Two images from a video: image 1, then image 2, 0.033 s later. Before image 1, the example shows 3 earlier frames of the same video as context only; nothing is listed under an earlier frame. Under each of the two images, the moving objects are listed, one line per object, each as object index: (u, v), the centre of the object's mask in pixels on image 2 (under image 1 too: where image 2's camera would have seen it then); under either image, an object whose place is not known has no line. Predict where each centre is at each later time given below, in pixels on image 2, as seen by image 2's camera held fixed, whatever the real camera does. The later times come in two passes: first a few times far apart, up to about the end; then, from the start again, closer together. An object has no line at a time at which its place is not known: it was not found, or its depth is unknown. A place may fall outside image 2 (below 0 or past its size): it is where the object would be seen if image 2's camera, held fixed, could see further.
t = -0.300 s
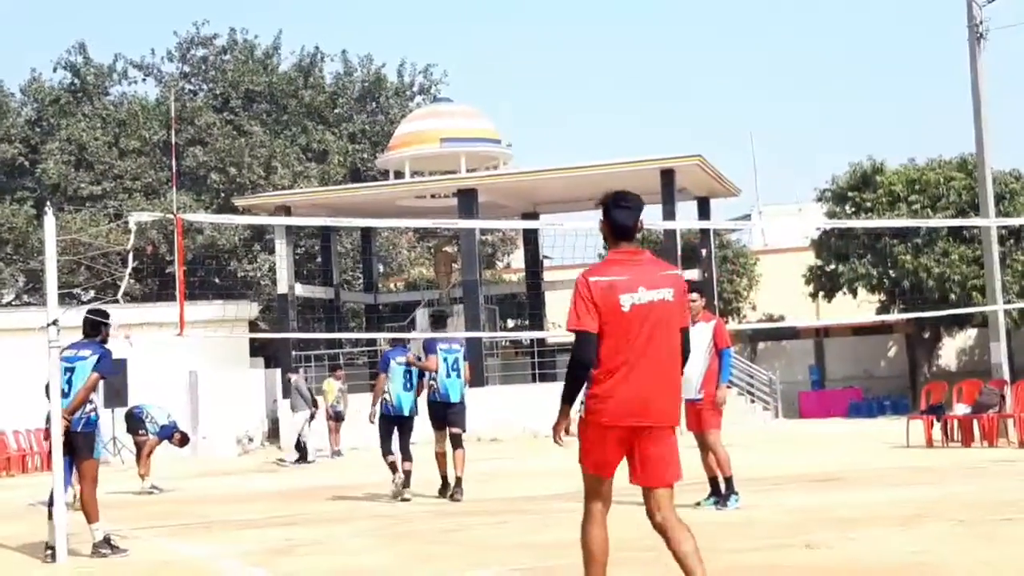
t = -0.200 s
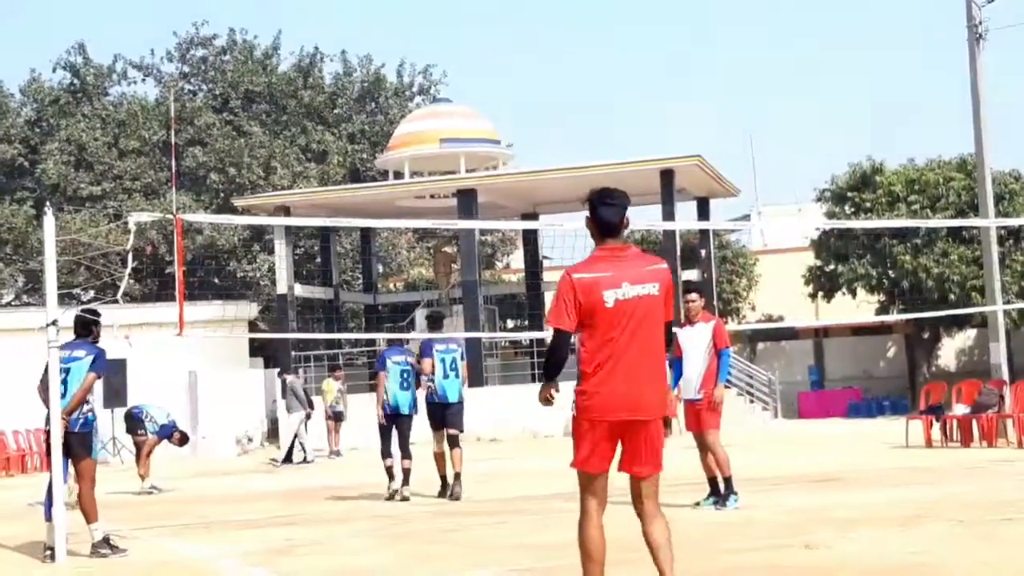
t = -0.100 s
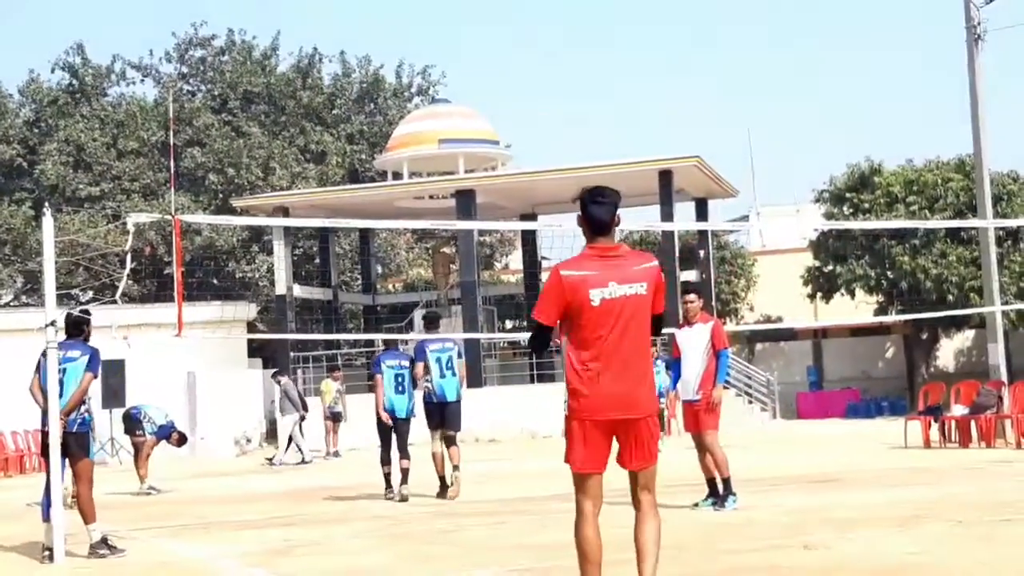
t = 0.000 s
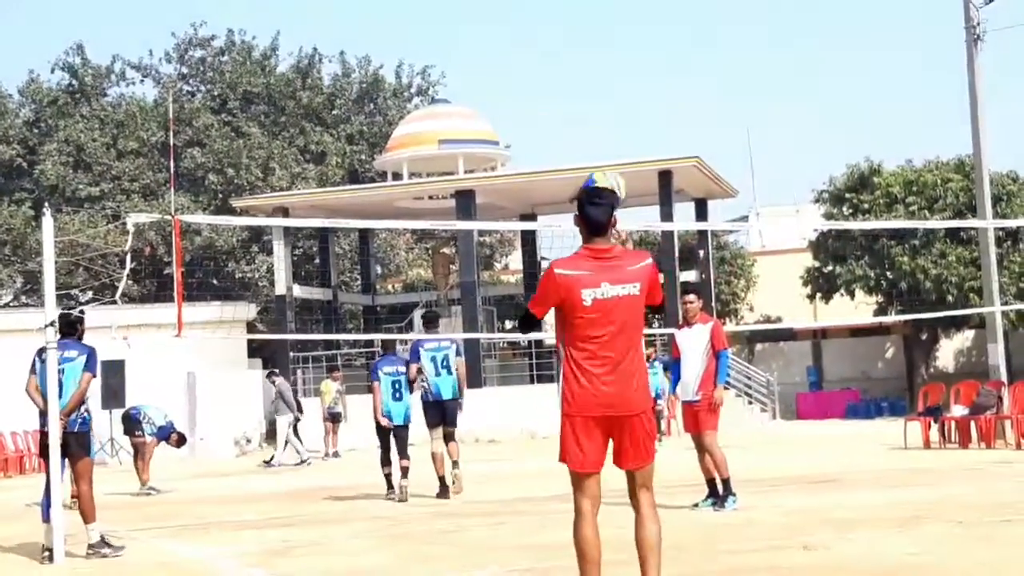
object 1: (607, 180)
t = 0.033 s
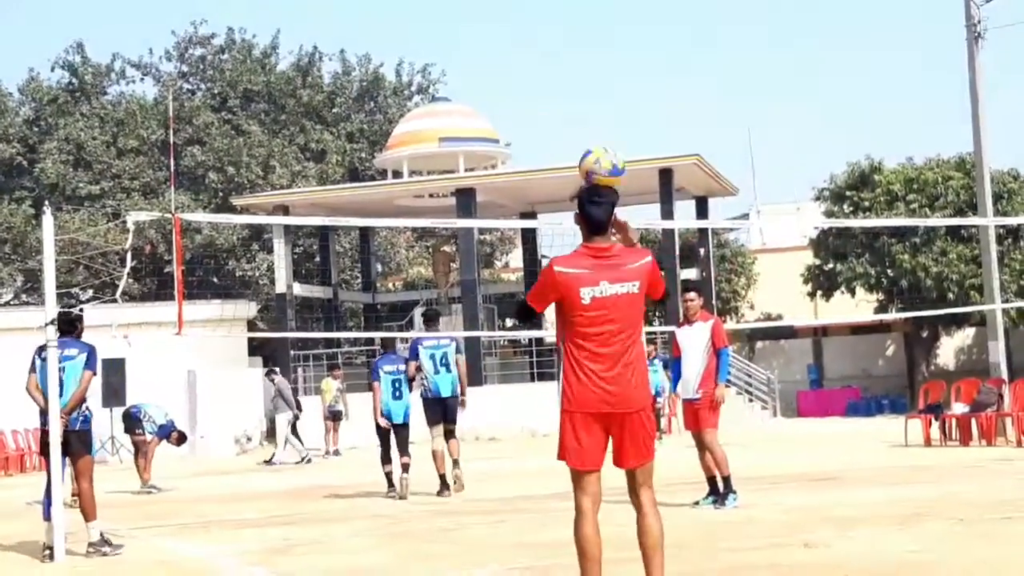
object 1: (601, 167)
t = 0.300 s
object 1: (589, 69)
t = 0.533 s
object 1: (587, 102)
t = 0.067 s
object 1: (599, 147)
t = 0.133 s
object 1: (596, 115)
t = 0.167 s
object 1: (595, 100)
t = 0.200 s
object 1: (593, 90)
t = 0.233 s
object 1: (592, 80)
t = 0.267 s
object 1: (590, 73)
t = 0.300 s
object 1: (589, 69)
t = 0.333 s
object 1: (588, 67)
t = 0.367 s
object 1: (588, 68)
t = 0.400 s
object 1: (588, 69)
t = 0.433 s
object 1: (587, 74)
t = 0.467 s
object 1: (587, 82)
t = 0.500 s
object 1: (587, 91)
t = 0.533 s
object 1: (587, 102)
